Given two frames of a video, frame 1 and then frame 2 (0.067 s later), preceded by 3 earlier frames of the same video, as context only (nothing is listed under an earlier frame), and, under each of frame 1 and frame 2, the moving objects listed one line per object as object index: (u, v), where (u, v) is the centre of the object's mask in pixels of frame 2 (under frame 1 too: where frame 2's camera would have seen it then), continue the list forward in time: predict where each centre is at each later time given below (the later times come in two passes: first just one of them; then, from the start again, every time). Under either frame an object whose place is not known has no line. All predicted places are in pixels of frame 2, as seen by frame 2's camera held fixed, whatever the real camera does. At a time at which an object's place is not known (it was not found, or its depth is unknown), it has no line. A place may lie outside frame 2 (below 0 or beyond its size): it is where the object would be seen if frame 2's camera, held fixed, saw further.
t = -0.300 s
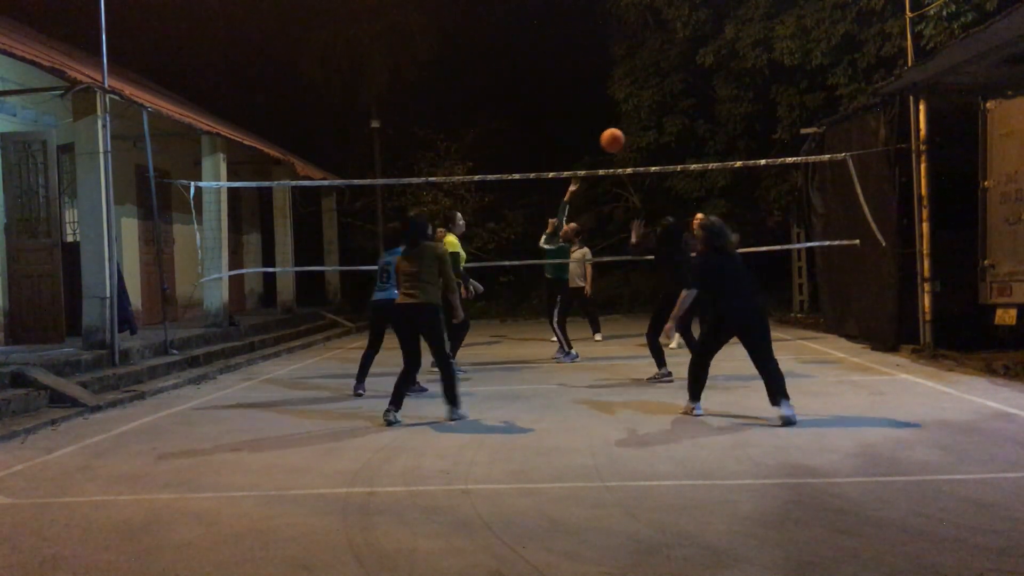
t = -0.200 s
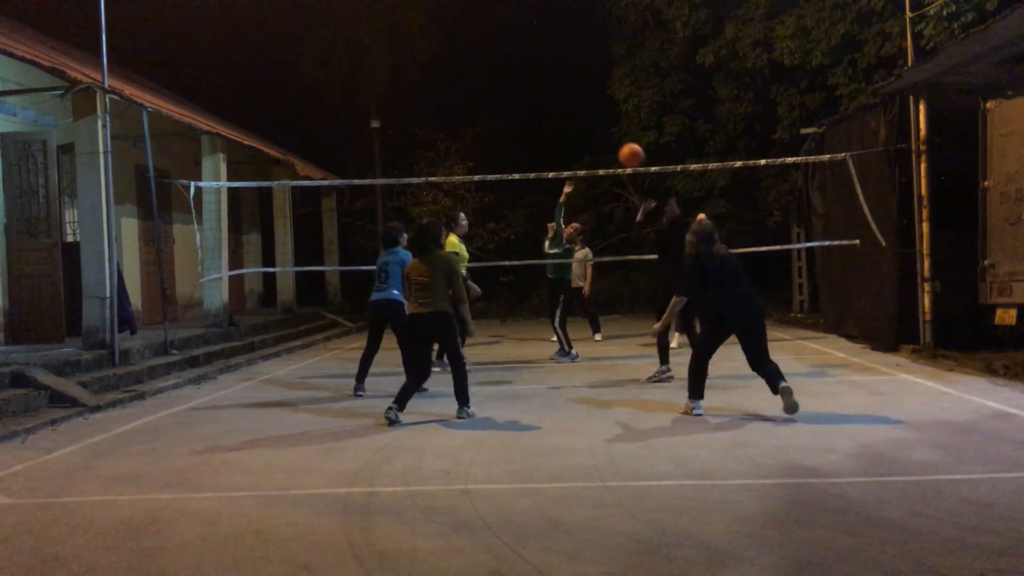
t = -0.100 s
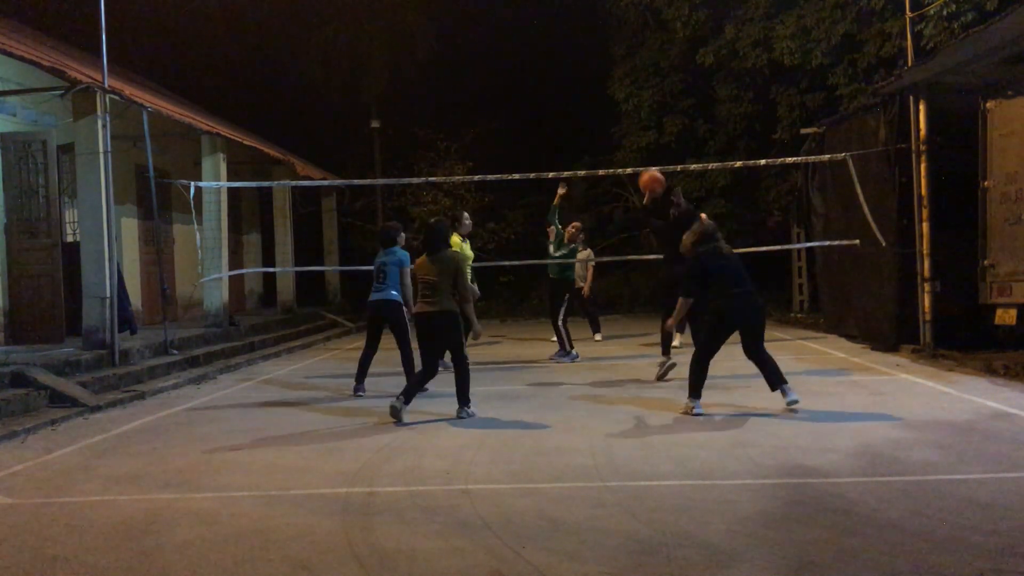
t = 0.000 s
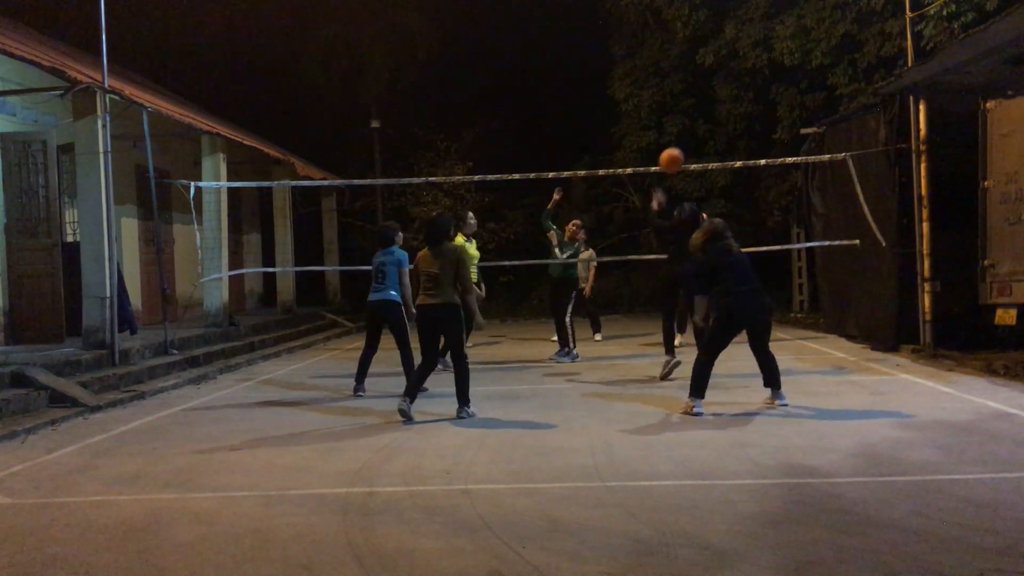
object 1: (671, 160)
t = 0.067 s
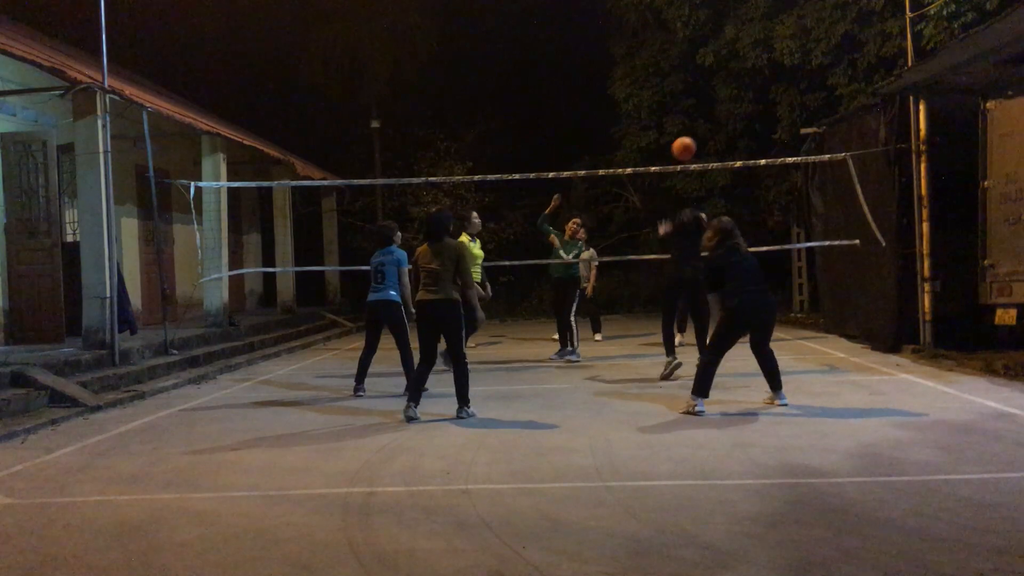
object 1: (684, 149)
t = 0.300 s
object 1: (721, 147)
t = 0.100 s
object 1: (689, 145)
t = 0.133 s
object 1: (695, 142)
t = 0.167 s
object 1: (700, 141)
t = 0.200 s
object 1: (706, 141)
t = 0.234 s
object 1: (711, 142)
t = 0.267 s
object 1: (716, 144)
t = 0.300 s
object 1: (721, 147)
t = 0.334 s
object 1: (726, 150)
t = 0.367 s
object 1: (730, 153)
